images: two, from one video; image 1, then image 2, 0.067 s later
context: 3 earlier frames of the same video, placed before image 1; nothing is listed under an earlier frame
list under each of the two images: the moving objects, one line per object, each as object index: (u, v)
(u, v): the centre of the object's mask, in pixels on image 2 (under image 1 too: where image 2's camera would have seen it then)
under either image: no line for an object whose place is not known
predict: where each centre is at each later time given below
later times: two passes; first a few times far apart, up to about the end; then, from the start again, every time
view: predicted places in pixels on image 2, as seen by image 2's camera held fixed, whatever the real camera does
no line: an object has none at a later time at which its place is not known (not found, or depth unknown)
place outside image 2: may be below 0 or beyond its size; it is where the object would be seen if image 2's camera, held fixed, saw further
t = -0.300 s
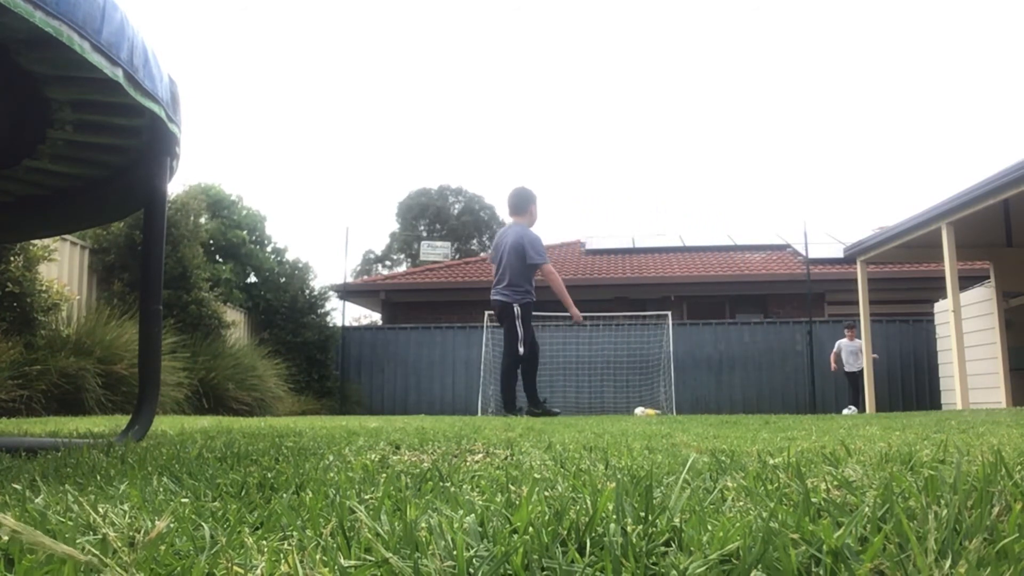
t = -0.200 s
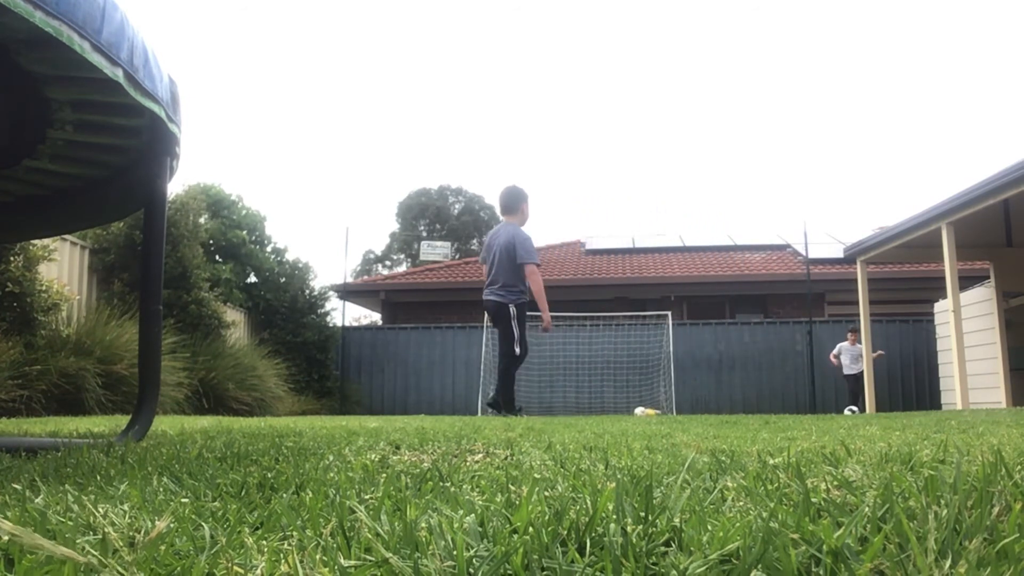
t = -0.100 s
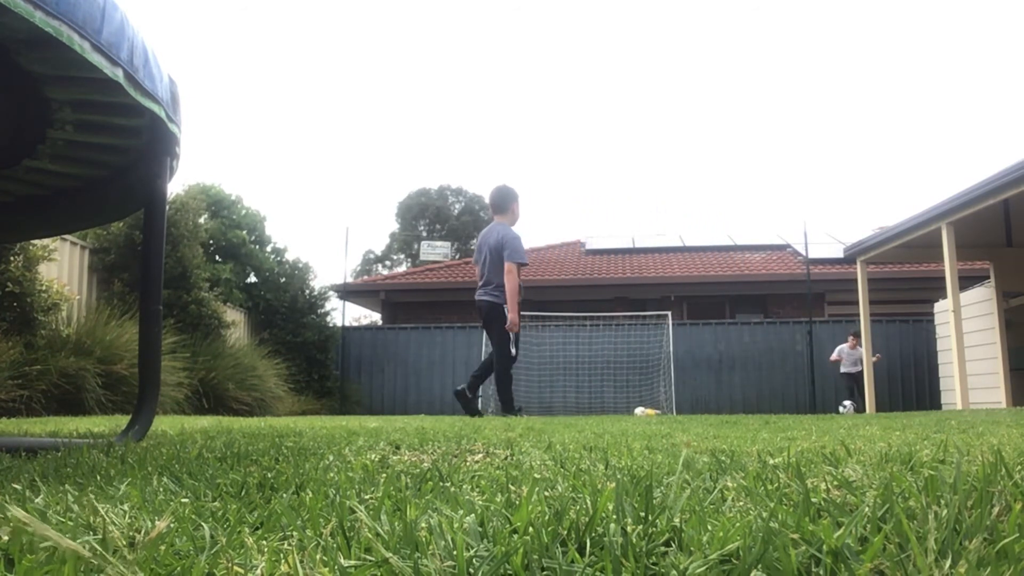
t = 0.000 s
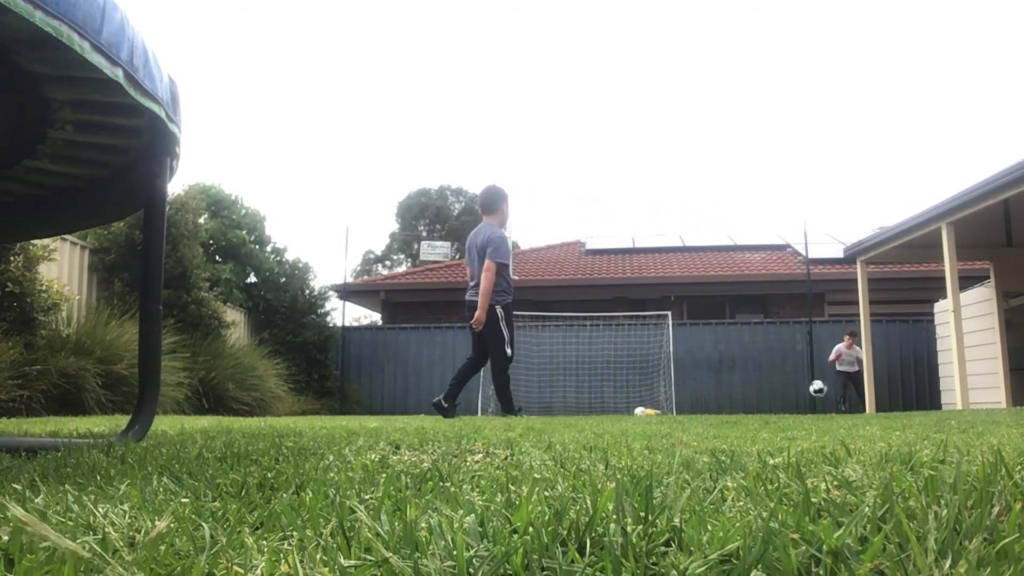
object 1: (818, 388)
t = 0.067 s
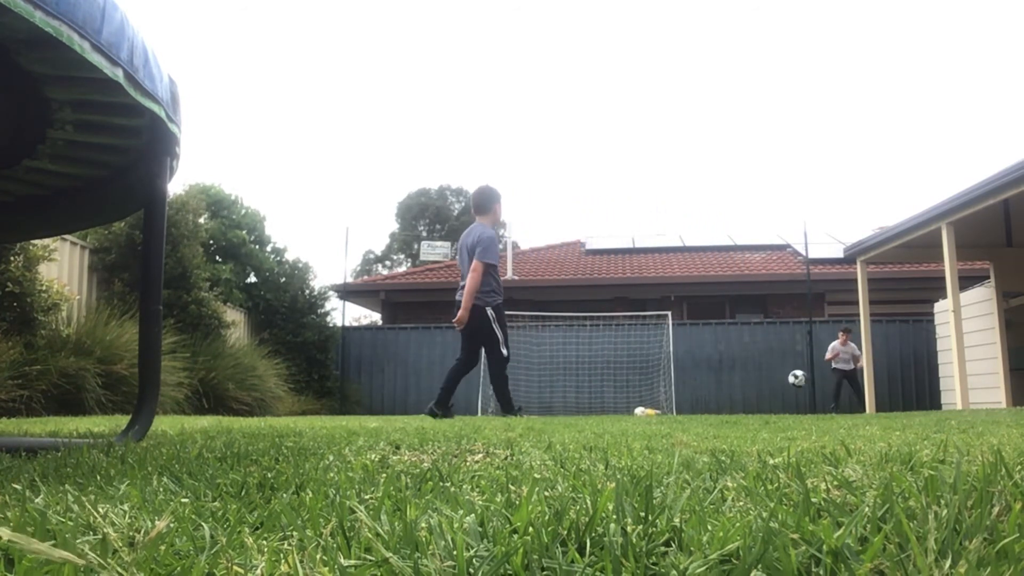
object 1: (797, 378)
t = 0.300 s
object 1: (715, 368)
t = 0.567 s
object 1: (602, 407)
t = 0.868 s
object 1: (518, 378)
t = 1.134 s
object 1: (437, 403)
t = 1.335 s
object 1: (370, 405)
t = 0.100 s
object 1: (787, 374)
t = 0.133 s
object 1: (775, 371)
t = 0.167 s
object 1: (764, 369)
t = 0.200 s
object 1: (752, 367)
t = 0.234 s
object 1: (741, 366)
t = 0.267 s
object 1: (729, 366)
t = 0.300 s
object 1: (715, 368)
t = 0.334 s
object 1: (702, 369)
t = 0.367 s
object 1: (690, 372)
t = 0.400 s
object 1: (675, 376)
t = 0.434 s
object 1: (661, 381)
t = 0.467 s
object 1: (647, 387)
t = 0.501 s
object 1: (632, 395)
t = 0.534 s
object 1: (616, 403)
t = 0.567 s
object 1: (602, 407)
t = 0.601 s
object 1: (594, 401)
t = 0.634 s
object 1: (584, 394)
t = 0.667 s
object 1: (575, 389)
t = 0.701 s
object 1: (566, 385)
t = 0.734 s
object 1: (557, 381)
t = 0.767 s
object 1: (547, 379)
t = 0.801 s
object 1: (538, 377)
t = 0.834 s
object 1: (528, 377)
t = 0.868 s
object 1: (518, 378)
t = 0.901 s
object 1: (509, 381)
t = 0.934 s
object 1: (499, 384)
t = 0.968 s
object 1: (489, 388)
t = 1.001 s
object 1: (479, 395)
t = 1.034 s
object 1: (469, 402)
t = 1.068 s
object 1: (459, 406)
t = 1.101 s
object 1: (449, 404)
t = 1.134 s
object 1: (437, 403)
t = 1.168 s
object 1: (426, 402)
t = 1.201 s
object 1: (415, 402)
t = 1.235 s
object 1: (405, 404)
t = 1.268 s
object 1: (393, 406)
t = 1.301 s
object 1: (381, 406)
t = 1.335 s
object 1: (370, 405)
